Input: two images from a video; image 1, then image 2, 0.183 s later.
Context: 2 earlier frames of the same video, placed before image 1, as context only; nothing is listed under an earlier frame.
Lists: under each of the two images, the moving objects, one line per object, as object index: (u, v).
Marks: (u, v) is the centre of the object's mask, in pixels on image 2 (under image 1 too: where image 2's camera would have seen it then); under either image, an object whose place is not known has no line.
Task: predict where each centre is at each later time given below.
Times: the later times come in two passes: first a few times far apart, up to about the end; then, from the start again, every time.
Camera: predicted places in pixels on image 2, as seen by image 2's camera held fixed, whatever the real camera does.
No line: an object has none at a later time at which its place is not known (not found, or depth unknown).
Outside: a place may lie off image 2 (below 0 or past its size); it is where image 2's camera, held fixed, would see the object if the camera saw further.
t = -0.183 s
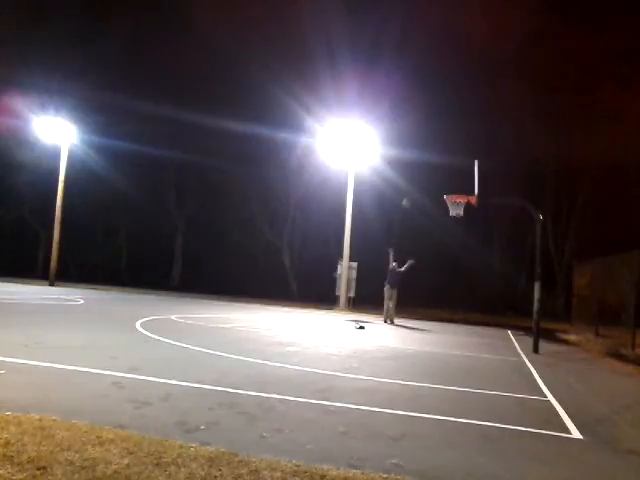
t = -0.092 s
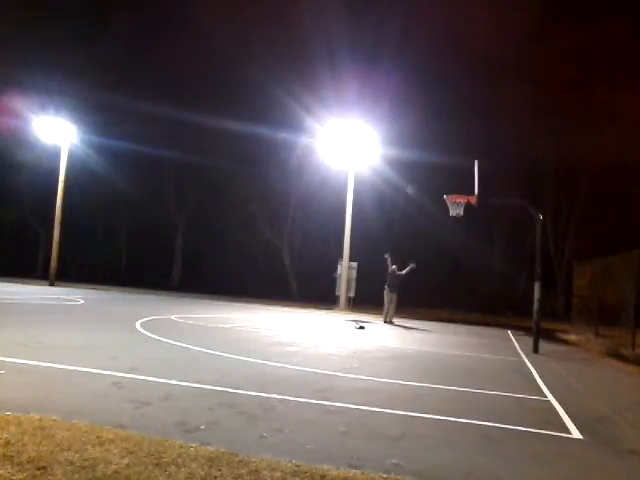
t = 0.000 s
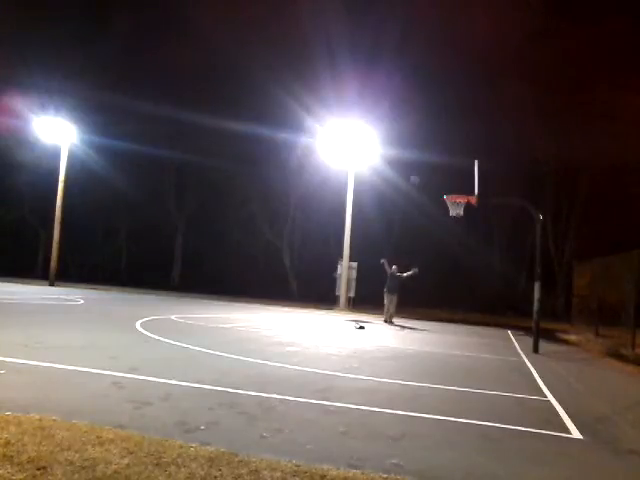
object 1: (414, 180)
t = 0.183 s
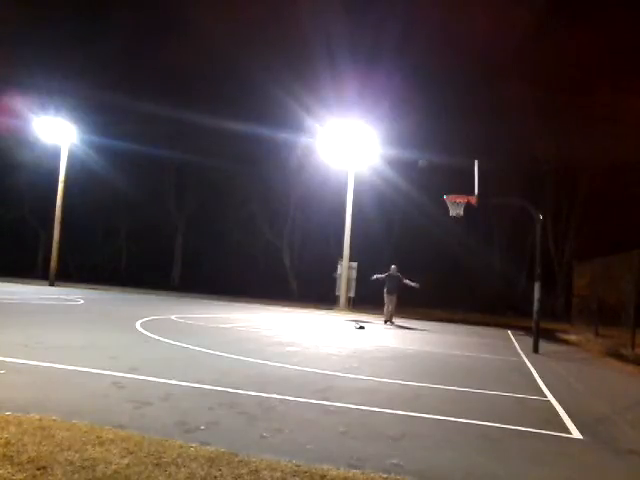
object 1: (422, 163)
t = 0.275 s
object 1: (428, 157)
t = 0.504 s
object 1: (439, 158)
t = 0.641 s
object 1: (446, 168)
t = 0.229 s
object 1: (427, 157)
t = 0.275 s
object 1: (428, 157)
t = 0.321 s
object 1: (430, 156)
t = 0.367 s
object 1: (433, 156)
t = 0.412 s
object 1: (434, 156)
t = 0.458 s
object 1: (437, 156)
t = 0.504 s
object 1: (439, 158)
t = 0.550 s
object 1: (441, 161)
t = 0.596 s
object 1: (443, 164)
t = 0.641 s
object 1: (446, 168)
